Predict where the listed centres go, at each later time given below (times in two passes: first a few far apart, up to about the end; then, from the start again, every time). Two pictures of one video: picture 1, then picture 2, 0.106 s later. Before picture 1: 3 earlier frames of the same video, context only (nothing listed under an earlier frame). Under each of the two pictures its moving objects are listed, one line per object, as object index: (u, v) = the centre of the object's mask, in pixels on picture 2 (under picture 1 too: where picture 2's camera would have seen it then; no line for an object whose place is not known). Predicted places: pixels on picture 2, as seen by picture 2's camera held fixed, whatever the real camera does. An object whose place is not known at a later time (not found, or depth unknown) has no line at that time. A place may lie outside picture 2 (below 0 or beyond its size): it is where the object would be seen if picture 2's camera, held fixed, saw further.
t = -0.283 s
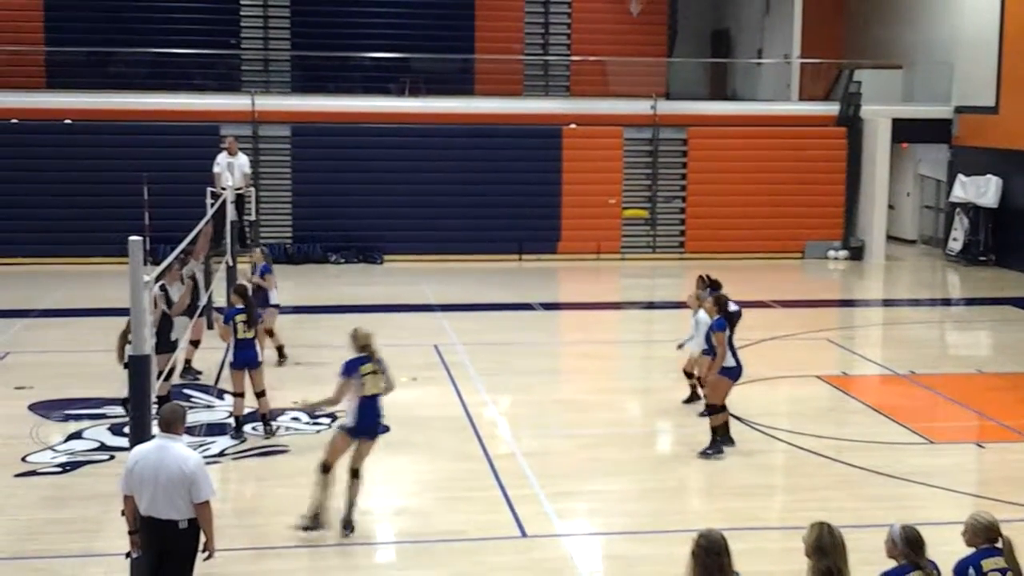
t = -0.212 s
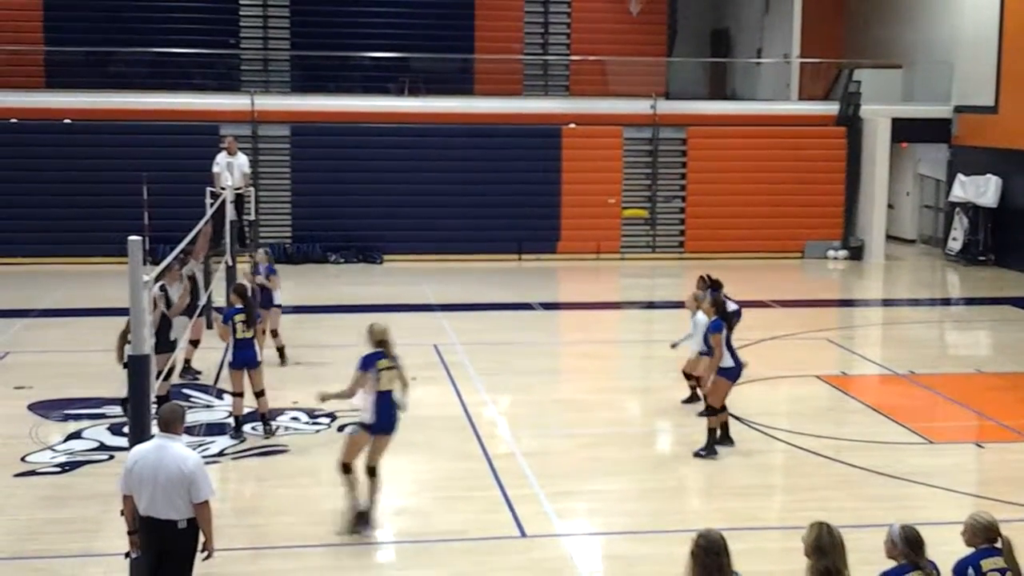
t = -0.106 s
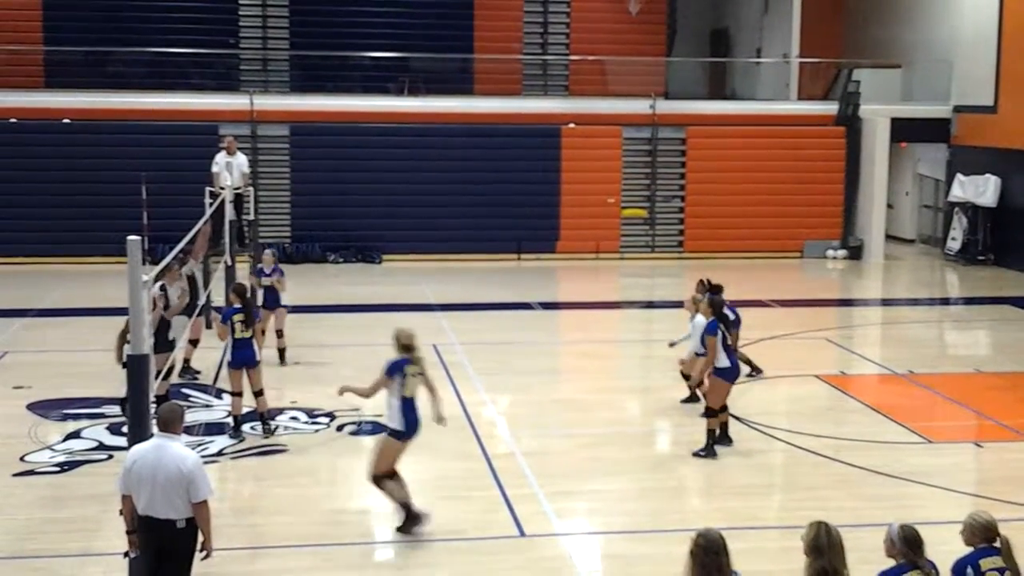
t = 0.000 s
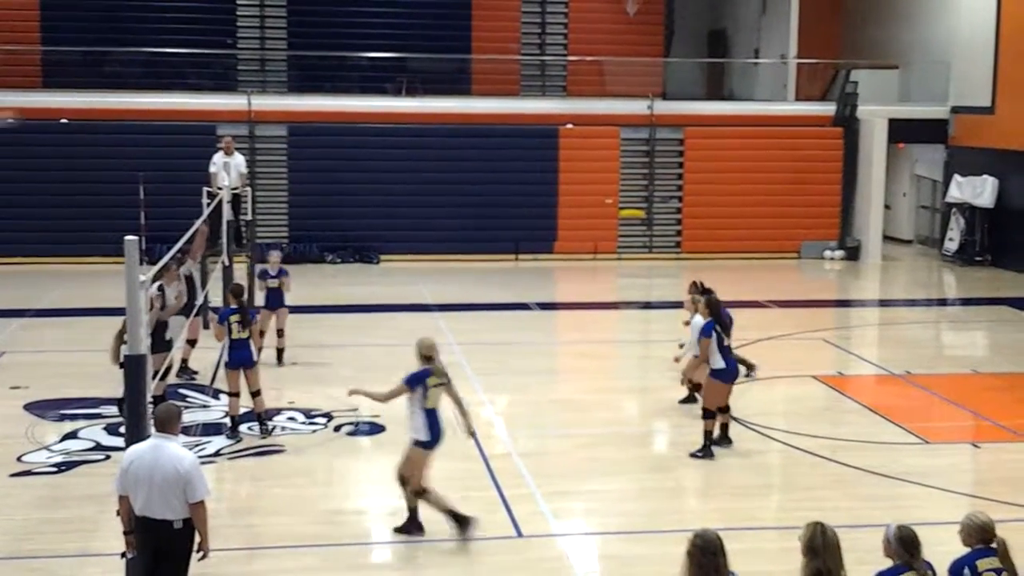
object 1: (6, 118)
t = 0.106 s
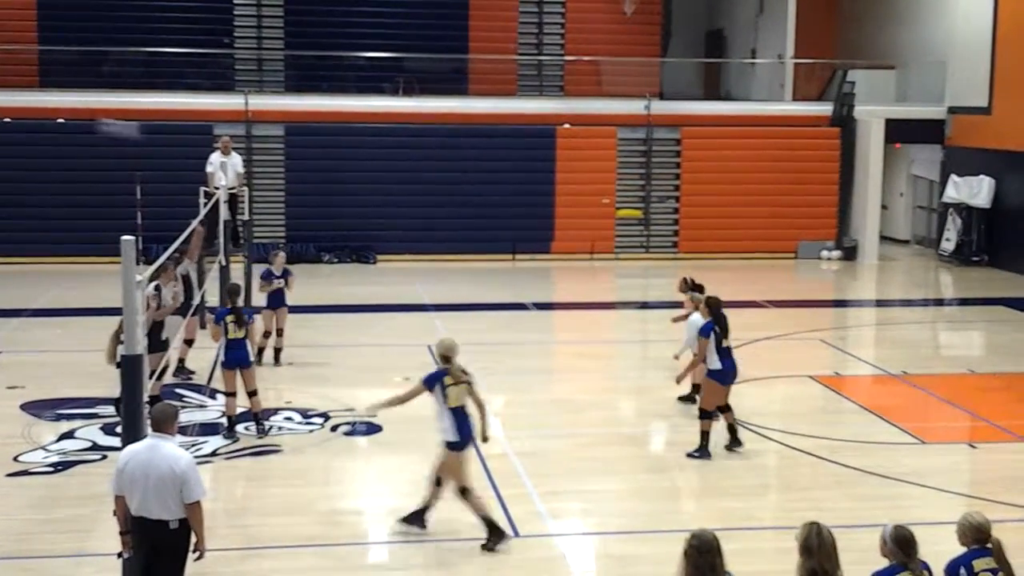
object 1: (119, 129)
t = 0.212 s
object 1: (246, 147)
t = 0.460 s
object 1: (483, 223)
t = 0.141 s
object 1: (159, 134)
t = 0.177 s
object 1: (197, 140)
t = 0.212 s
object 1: (246, 147)
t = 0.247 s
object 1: (278, 155)
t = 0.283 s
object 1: (313, 166)
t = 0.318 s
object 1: (349, 176)
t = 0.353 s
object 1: (385, 187)
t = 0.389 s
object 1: (419, 199)
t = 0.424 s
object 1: (452, 211)
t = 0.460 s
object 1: (483, 223)
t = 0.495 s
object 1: (514, 236)
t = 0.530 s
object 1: (541, 248)
